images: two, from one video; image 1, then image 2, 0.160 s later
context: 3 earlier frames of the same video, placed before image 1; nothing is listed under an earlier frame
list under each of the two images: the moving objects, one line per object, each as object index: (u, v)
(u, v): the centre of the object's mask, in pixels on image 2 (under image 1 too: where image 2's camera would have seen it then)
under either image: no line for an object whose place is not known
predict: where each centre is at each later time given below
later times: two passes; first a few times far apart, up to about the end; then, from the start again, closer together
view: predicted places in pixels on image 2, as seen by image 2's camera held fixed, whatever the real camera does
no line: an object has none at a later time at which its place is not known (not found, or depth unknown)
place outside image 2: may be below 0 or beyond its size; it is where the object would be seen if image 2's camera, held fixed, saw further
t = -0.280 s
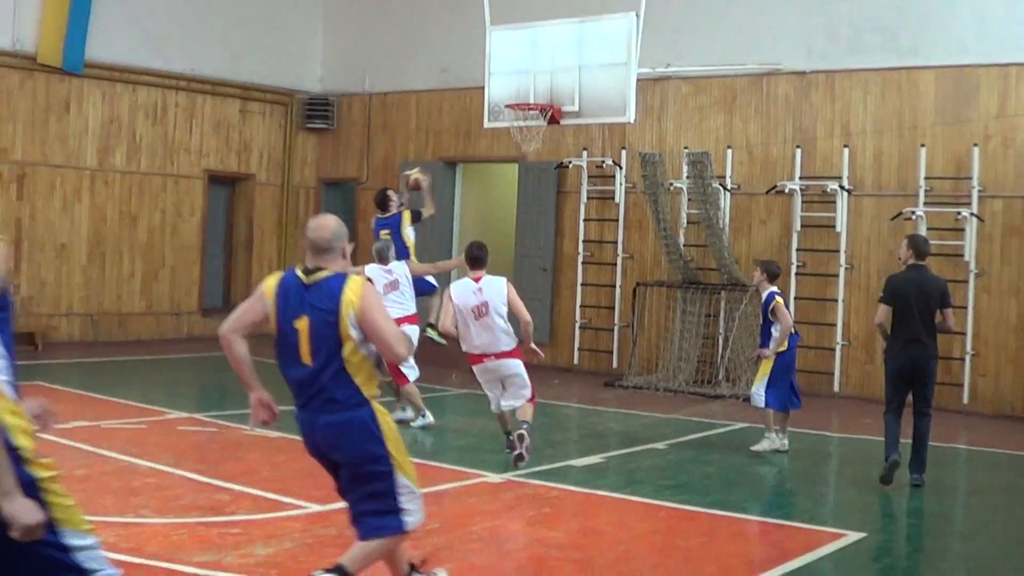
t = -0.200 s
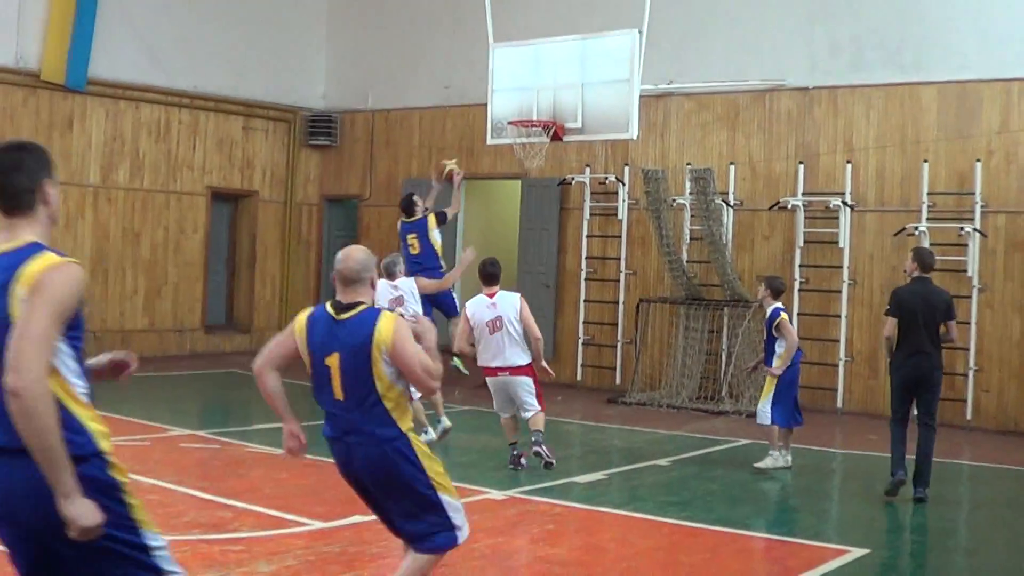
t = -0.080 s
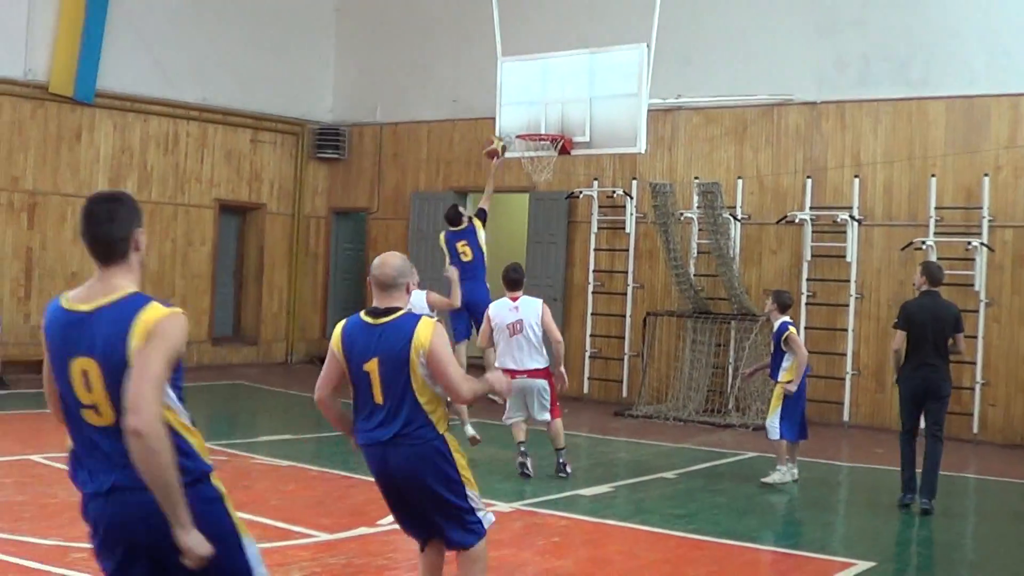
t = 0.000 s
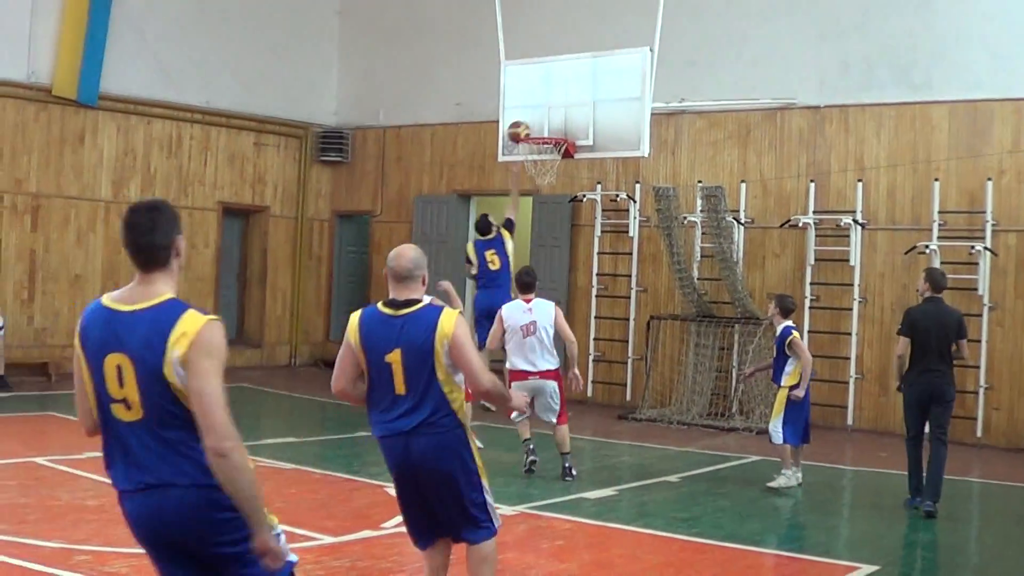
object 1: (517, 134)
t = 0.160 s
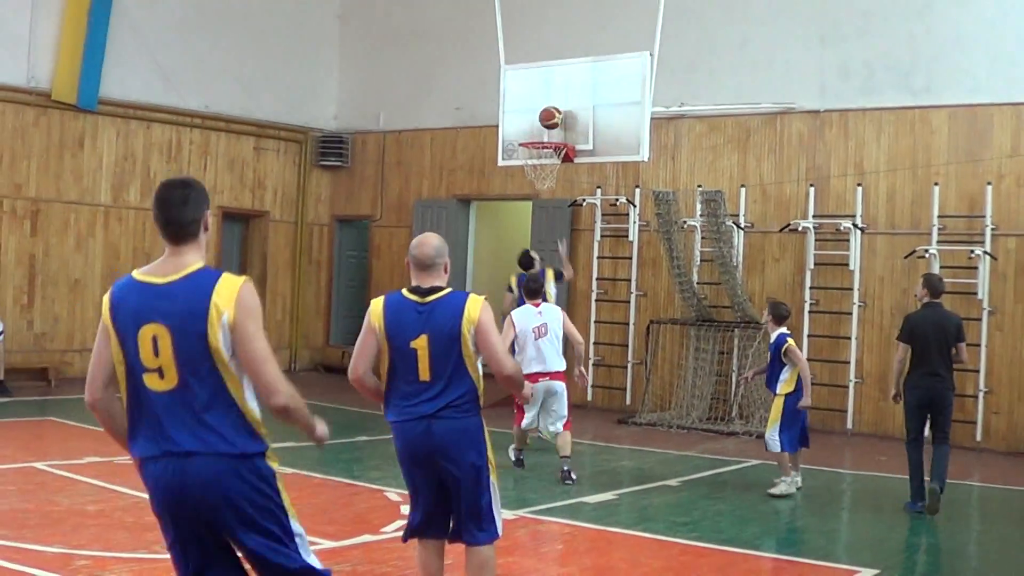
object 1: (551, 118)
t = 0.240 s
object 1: (554, 117)
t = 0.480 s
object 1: (553, 131)
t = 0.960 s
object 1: (533, 139)
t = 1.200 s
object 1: (550, 152)
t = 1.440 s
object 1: (545, 176)
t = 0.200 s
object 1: (552, 117)
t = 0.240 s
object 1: (554, 117)
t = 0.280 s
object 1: (555, 118)
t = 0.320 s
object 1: (557, 121)
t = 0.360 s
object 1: (558, 127)
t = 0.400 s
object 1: (558, 132)
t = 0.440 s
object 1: (557, 133)
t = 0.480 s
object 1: (553, 131)
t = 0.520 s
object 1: (548, 132)
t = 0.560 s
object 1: (543, 132)
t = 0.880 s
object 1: (531, 137)
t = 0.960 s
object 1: (533, 139)
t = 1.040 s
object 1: (537, 139)
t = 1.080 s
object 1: (542, 141)
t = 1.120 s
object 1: (545, 140)
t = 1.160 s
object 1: (548, 146)
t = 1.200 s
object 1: (550, 152)
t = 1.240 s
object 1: (554, 159)
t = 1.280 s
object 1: (557, 163)
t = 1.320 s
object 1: (557, 169)
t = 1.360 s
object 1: (554, 169)
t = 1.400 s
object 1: (549, 172)
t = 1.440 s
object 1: (545, 176)
